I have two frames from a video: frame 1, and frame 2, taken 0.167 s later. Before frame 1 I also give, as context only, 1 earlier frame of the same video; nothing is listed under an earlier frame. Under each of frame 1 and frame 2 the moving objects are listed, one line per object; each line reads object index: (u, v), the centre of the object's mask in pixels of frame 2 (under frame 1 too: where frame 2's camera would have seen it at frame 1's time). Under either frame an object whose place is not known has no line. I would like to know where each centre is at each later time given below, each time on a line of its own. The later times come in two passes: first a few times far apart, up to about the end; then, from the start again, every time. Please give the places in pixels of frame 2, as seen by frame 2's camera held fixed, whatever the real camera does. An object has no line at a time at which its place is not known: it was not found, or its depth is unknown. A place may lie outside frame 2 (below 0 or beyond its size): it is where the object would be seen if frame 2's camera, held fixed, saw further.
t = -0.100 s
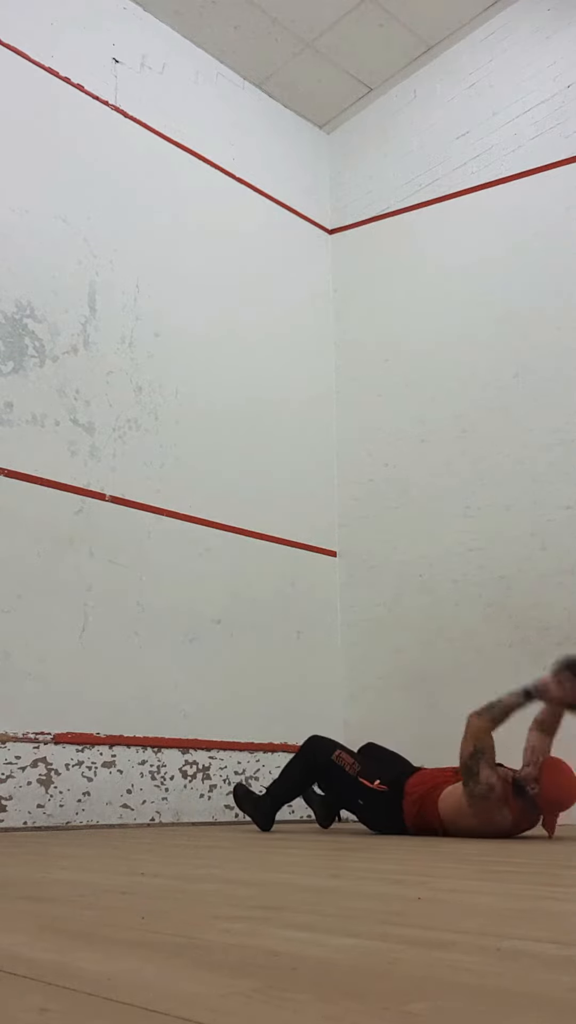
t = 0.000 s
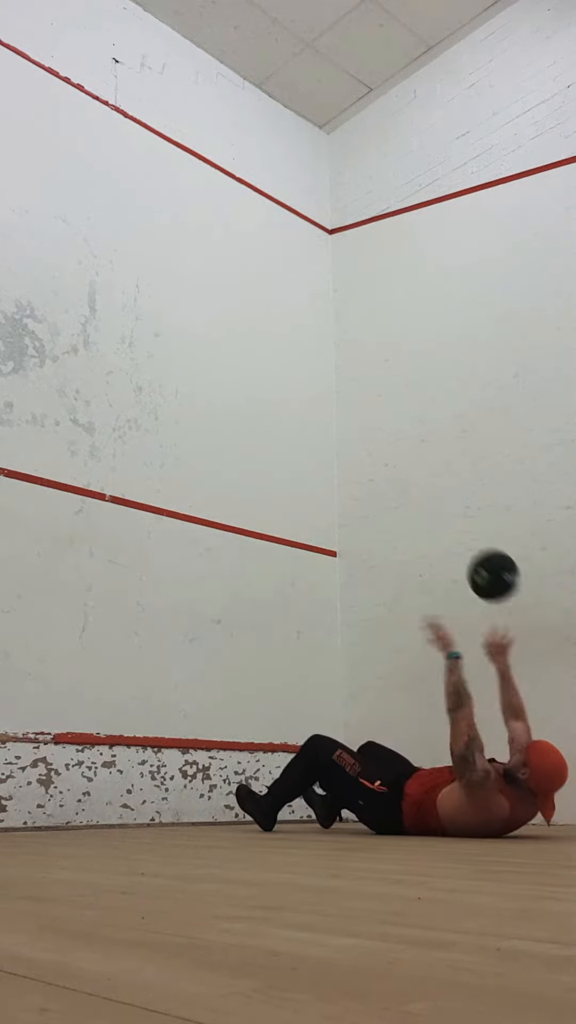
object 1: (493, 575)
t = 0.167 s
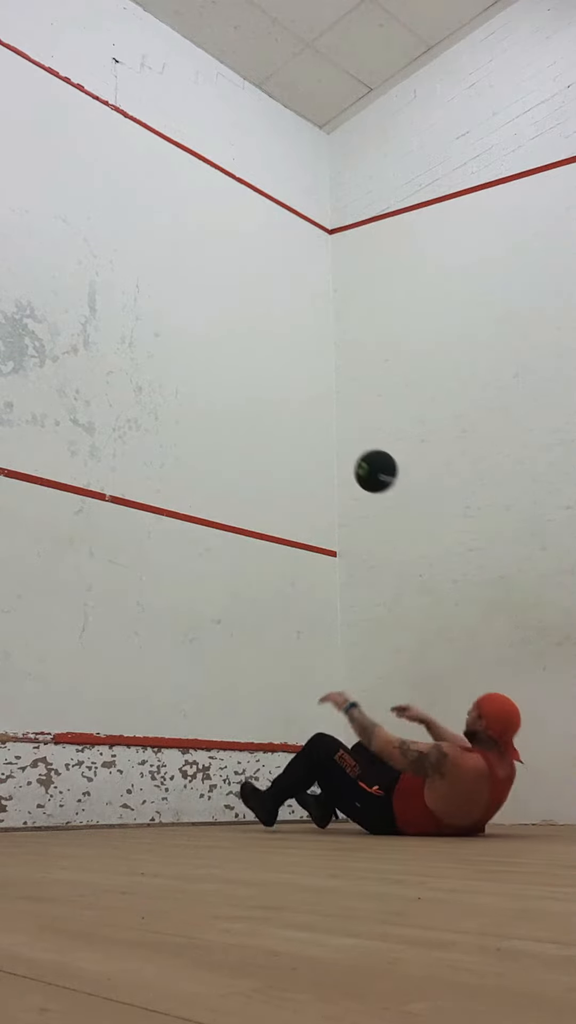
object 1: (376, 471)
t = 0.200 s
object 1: (357, 460)
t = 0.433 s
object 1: (243, 436)
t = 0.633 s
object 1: (188, 469)
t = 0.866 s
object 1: (255, 527)
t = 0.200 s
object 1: (357, 460)
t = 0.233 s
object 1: (338, 450)
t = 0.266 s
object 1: (320, 443)
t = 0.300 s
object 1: (304, 438)
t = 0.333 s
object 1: (288, 435)
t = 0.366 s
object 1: (272, 434)
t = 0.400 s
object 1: (257, 434)
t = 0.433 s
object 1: (243, 436)
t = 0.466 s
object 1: (229, 440)
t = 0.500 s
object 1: (215, 445)
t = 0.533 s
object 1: (202, 452)
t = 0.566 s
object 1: (189, 460)
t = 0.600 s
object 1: (179, 468)
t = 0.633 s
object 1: (188, 469)
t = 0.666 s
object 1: (197, 471)
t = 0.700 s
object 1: (206, 476)
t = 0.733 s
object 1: (215, 482)
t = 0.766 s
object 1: (225, 490)
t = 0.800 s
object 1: (235, 500)
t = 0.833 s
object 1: (245, 512)
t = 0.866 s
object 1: (255, 527)
